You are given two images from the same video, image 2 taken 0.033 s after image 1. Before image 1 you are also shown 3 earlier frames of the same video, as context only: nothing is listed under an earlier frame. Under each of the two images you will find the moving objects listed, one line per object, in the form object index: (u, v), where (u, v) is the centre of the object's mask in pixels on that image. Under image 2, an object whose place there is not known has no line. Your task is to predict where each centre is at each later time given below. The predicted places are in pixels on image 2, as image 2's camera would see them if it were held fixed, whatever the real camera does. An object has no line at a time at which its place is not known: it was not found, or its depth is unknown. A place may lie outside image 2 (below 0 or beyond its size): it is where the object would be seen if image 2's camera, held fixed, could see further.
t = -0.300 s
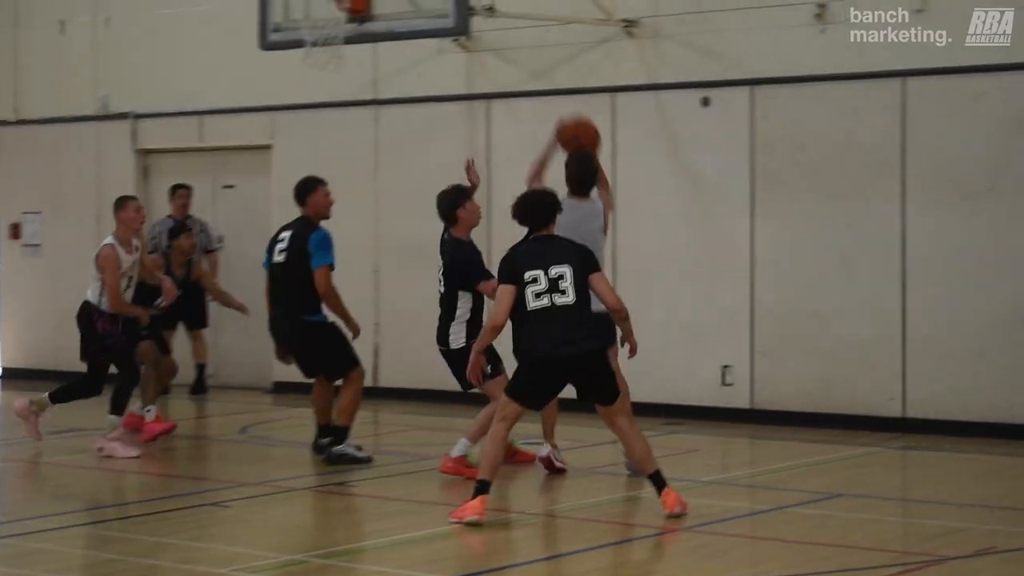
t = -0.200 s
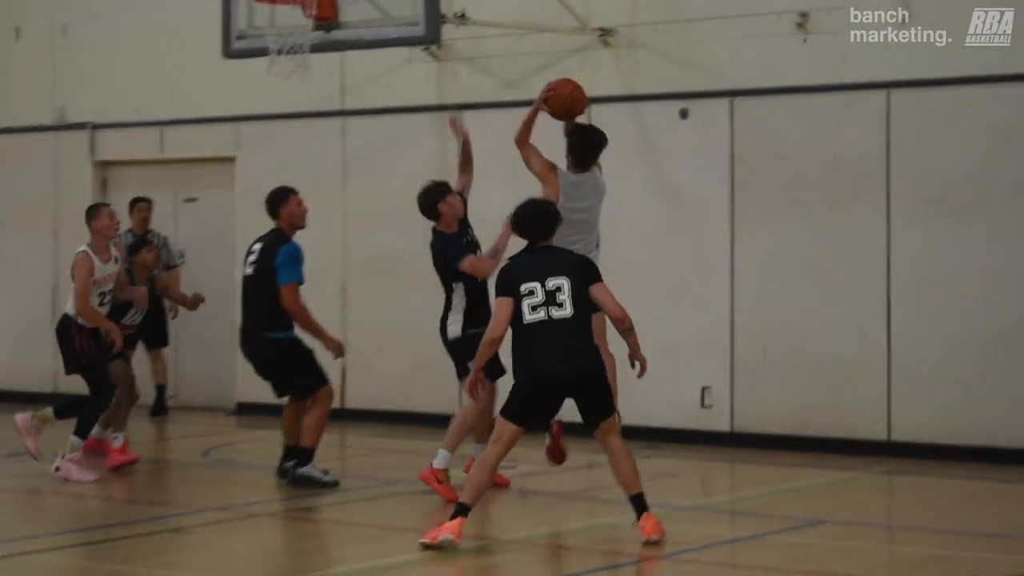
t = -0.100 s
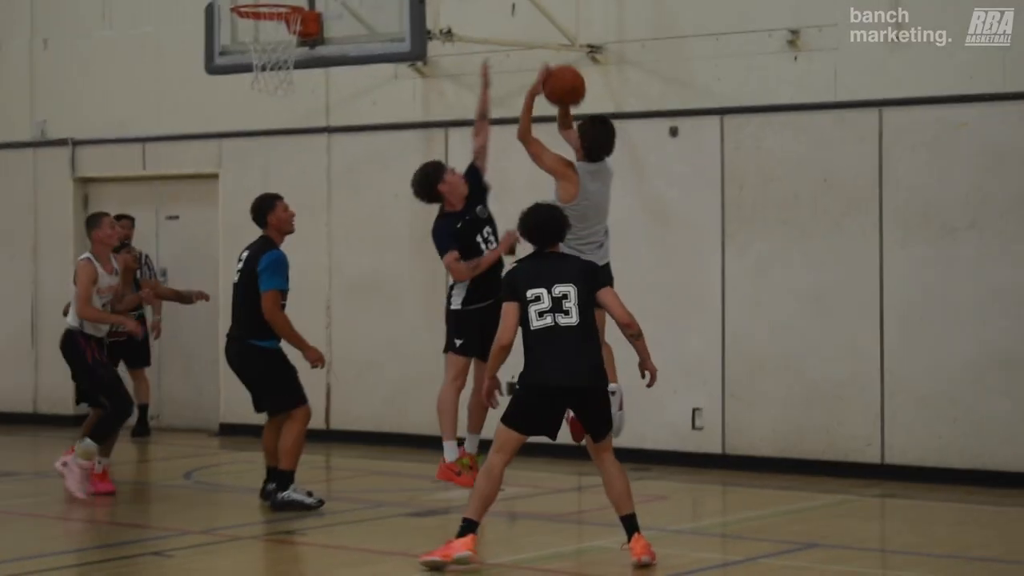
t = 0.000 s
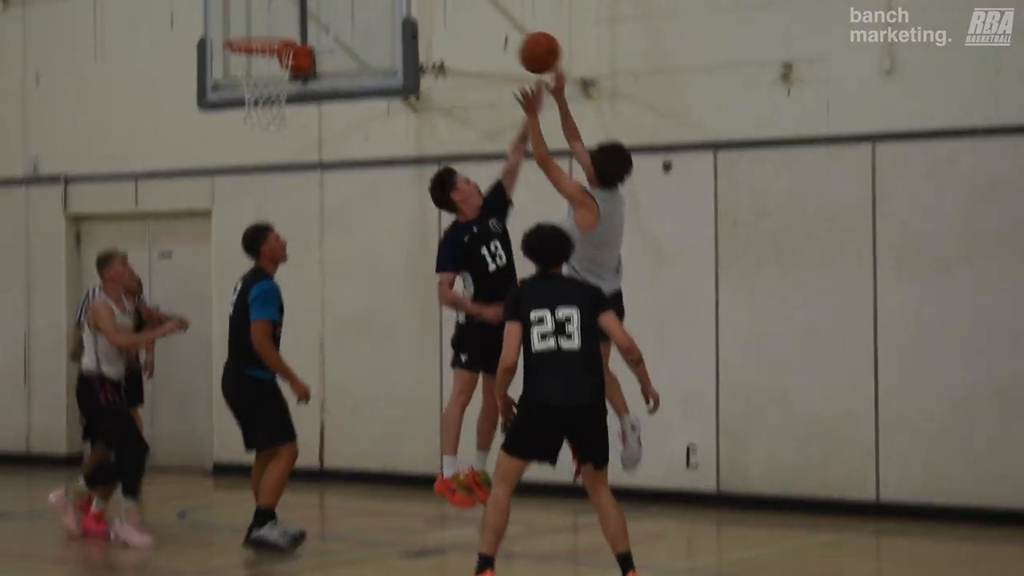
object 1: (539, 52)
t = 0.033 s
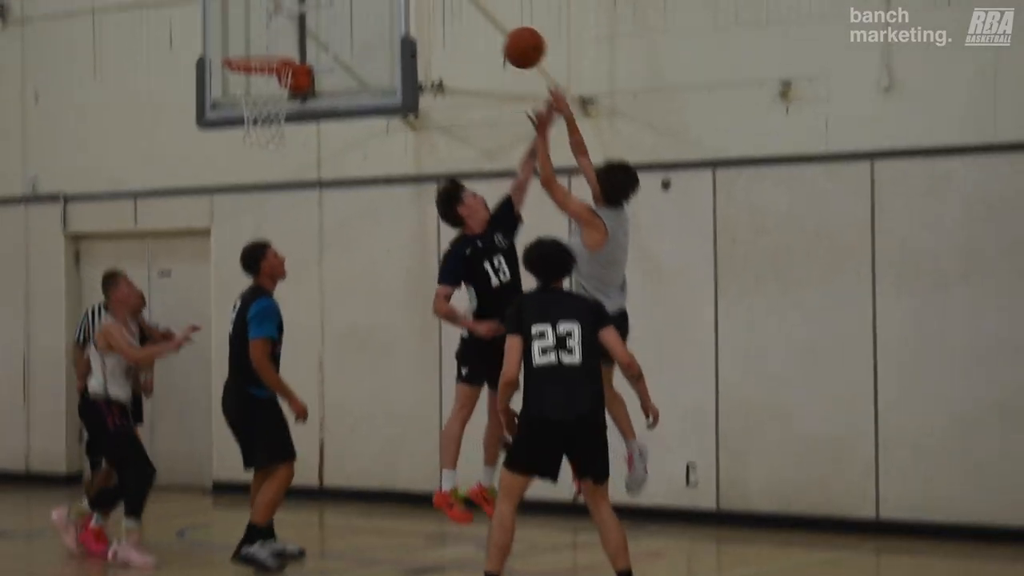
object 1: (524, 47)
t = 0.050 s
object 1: (517, 34)
